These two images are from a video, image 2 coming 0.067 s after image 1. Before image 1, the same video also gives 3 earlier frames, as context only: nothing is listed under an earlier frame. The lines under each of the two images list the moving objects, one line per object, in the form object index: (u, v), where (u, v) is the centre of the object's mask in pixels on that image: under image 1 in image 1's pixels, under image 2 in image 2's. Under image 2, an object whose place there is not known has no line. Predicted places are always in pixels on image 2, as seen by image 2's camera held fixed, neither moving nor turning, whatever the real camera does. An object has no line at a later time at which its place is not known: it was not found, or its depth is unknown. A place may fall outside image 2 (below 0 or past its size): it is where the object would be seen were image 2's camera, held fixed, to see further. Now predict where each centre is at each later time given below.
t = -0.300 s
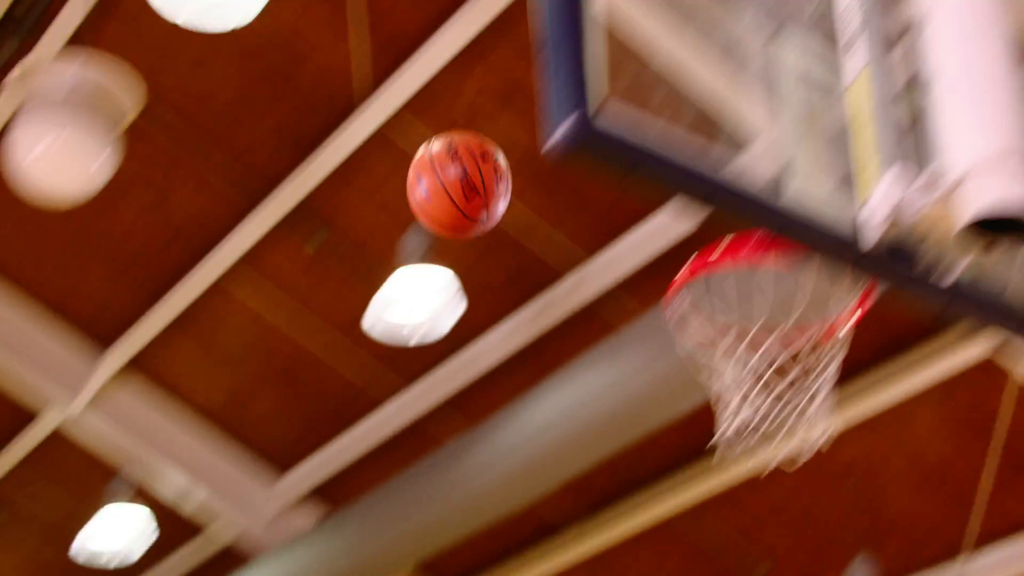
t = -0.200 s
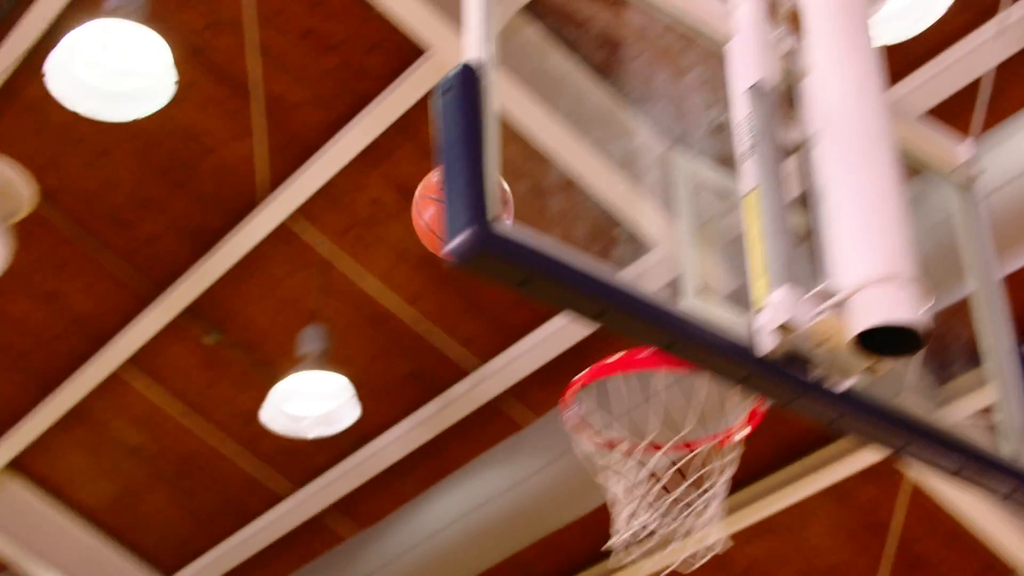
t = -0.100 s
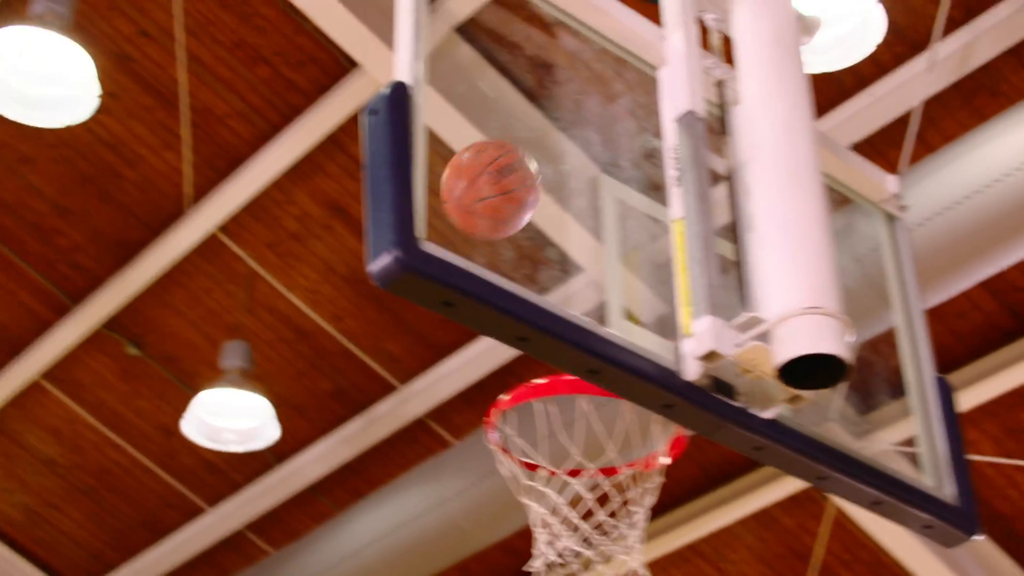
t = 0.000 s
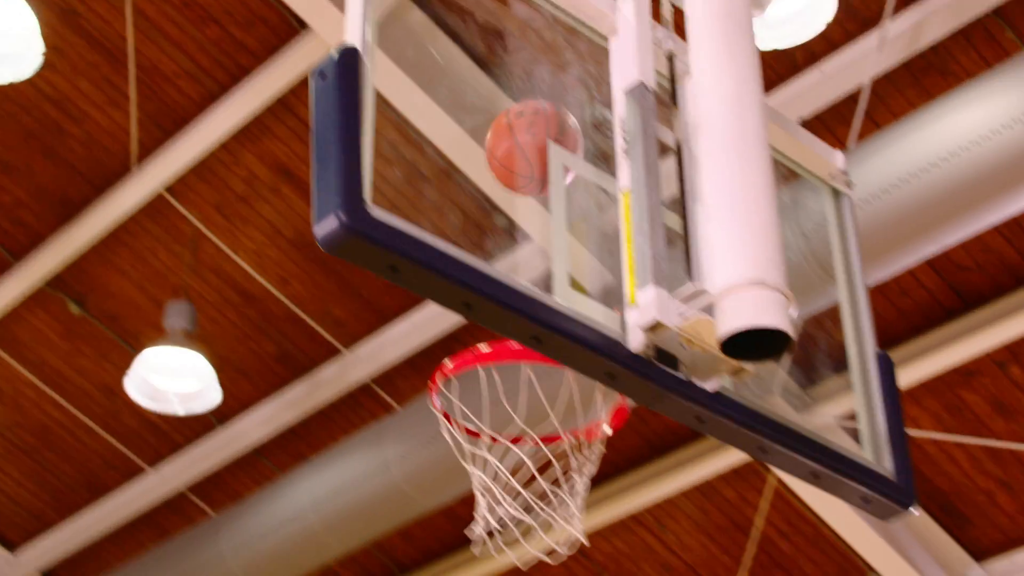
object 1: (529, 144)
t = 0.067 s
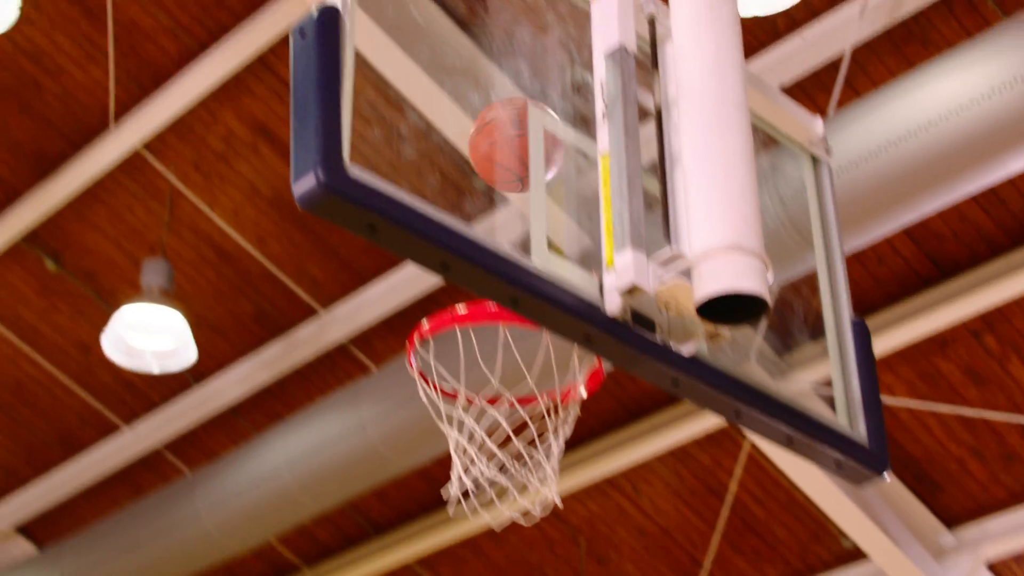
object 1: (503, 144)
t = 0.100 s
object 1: (511, 168)
